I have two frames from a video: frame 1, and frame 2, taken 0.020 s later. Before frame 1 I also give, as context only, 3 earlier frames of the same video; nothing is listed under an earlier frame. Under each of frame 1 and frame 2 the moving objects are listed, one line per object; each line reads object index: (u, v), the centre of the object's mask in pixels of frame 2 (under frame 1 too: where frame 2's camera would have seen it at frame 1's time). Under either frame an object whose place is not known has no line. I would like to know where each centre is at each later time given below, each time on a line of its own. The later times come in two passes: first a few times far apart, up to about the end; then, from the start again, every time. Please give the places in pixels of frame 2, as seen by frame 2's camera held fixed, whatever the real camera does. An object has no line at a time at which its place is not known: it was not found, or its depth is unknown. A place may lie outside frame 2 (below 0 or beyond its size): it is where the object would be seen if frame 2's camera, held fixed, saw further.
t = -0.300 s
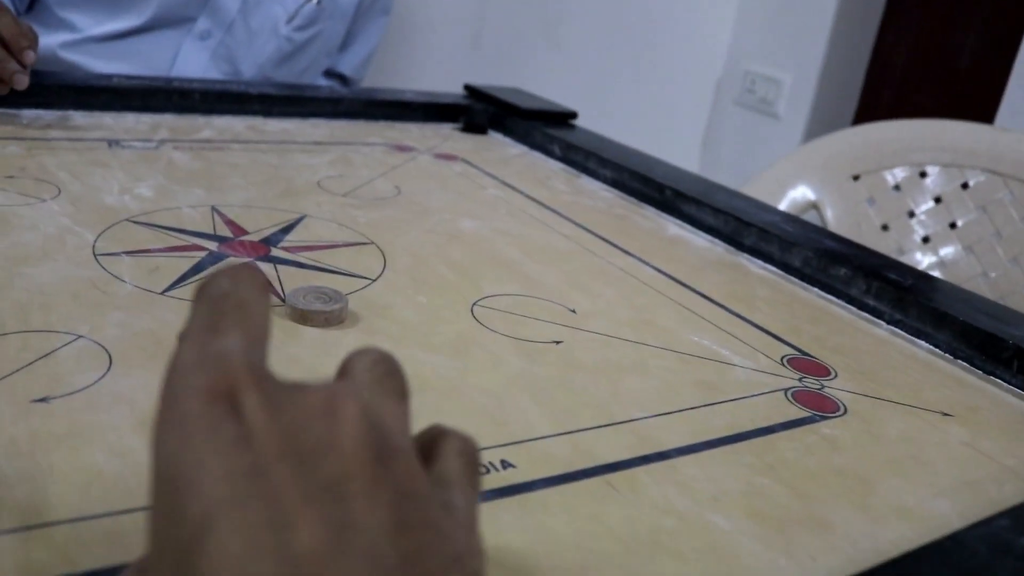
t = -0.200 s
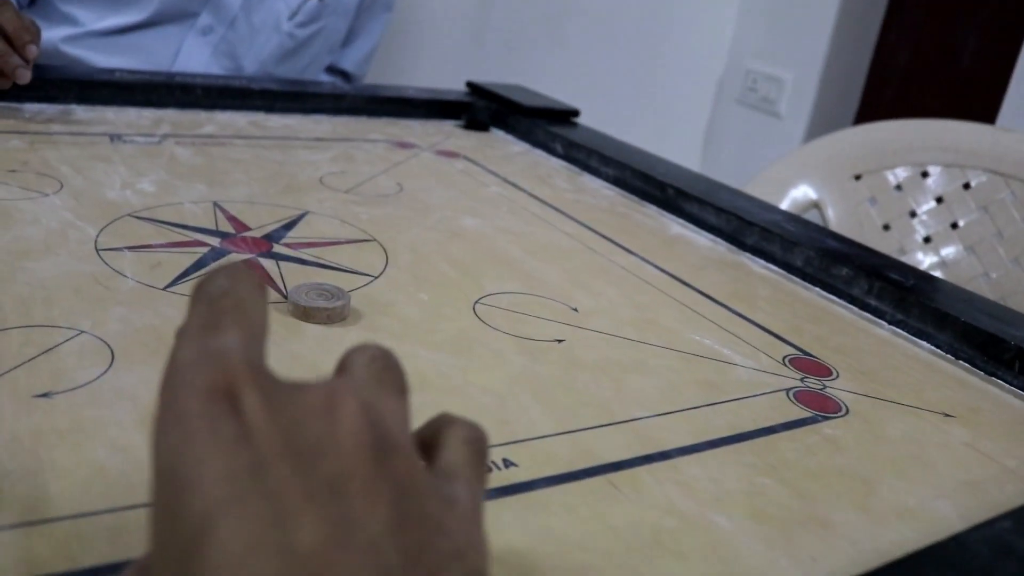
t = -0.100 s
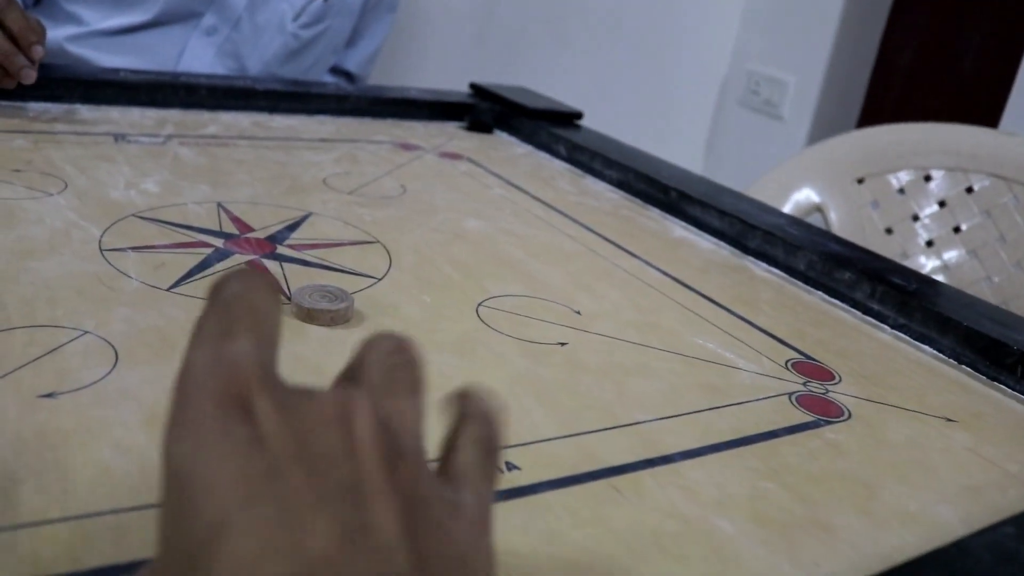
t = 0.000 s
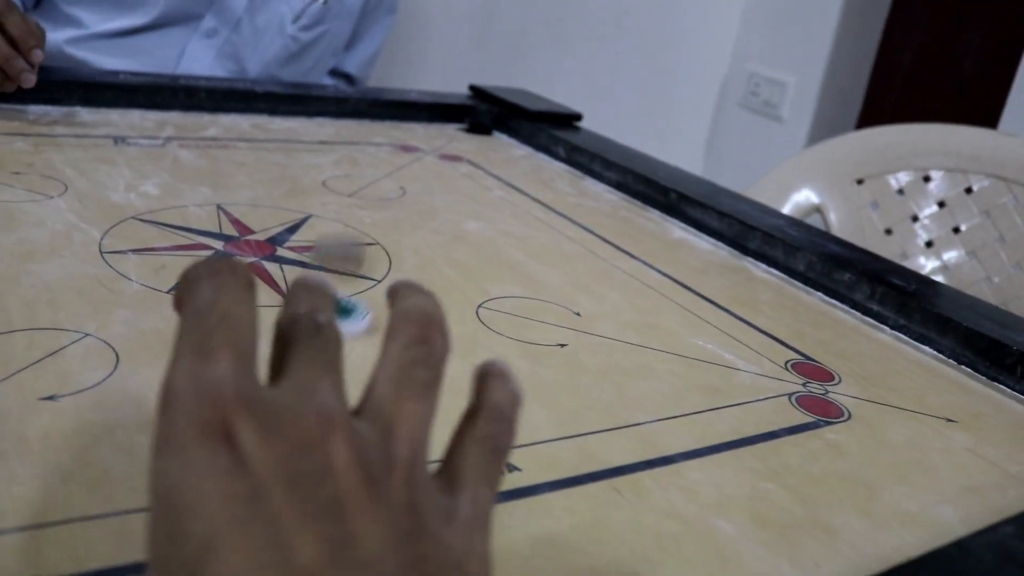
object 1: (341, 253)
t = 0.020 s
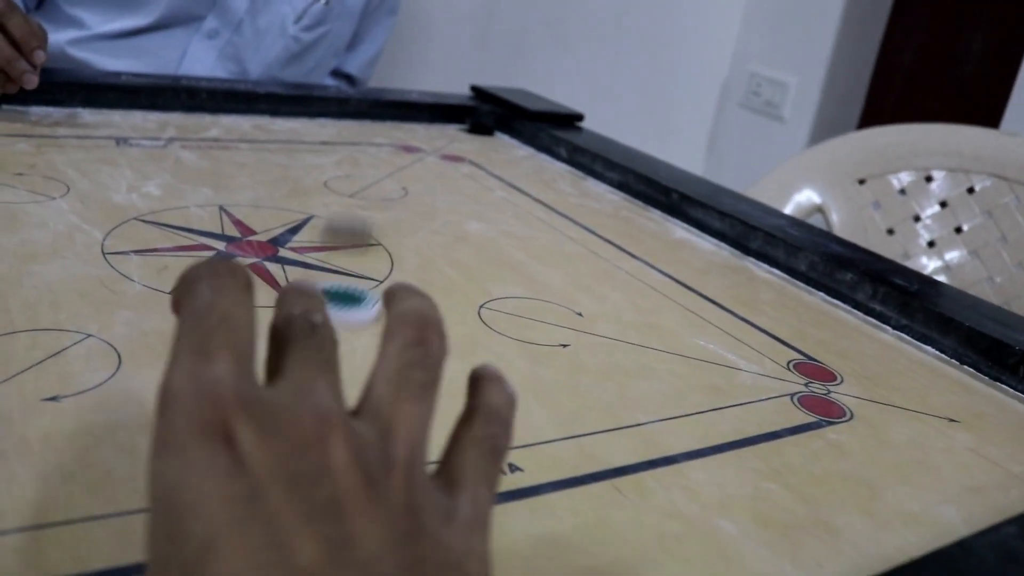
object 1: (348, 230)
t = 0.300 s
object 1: (458, 151)
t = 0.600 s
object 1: (643, 223)
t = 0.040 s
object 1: (353, 212)
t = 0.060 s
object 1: (359, 192)
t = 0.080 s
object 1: (364, 177)
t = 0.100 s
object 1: (367, 164)
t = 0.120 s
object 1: (371, 154)
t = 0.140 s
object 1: (374, 144)
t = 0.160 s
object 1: (377, 136)
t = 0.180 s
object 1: (380, 128)
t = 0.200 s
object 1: (385, 122)
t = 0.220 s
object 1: (399, 126)
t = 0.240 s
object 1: (415, 133)
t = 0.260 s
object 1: (431, 140)
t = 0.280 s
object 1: (444, 145)
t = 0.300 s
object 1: (458, 151)
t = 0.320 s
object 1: (476, 157)
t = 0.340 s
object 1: (490, 161)
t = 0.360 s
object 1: (505, 167)
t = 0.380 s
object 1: (520, 172)
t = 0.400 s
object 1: (535, 178)
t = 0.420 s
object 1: (547, 183)
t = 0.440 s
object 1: (562, 187)
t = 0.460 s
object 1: (573, 192)
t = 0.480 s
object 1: (586, 198)
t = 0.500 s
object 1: (599, 201)
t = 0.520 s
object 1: (611, 207)
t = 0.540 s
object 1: (620, 210)
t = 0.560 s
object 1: (629, 216)
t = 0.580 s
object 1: (635, 220)
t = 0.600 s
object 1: (643, 223)
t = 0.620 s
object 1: (651, 225)
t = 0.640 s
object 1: (657, 227)
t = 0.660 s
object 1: (663, 230)
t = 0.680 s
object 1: (667, 233)
